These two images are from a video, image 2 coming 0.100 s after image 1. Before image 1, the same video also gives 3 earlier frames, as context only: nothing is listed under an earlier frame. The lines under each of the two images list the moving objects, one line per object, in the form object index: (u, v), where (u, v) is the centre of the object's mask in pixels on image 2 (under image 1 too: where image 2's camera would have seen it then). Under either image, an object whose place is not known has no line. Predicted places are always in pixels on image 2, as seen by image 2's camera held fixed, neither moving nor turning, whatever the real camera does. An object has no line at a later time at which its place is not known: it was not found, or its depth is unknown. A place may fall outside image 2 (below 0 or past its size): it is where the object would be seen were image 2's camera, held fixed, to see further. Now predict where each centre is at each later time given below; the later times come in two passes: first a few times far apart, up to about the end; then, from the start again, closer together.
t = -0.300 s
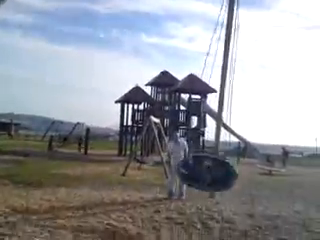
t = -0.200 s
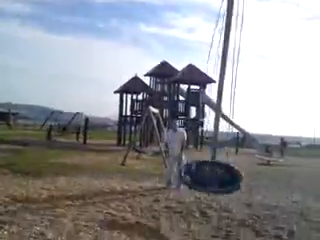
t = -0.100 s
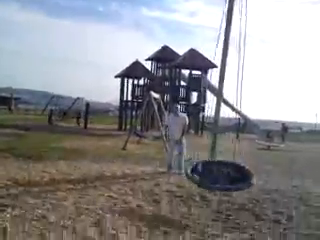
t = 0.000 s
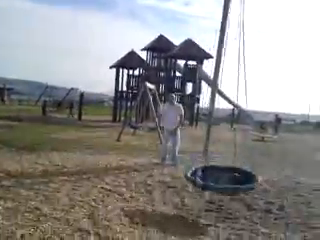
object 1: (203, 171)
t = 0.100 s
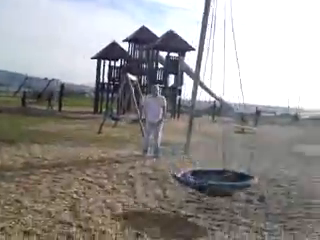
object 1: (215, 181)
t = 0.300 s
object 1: (247, 185)
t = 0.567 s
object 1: (298, 138)
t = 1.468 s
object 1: (304, 59)
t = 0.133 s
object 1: (219, 183)
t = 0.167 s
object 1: (222, 185)
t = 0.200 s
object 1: (226, 186)
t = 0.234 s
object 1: (234, 188)
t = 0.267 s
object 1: (240, 187)
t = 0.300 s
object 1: (247, 185)
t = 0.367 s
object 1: (259, 177)
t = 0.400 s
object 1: (266, 172)
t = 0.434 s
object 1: (272, 167)
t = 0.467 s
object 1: (278, 161)
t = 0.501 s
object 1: (285, 154)
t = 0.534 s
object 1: (291, 147)
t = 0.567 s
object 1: (298, 138)
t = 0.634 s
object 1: (310, 121)
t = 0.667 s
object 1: (315, 112)
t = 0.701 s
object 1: (319, 103)
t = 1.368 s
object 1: (318, 42)
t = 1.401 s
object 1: (313, 46)
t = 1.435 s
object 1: (309, 50)
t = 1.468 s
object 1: (304, 59)
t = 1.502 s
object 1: (299, 68)
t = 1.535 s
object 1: (294, 78)
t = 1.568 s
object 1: (287, 88)
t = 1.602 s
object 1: (281, 97)
